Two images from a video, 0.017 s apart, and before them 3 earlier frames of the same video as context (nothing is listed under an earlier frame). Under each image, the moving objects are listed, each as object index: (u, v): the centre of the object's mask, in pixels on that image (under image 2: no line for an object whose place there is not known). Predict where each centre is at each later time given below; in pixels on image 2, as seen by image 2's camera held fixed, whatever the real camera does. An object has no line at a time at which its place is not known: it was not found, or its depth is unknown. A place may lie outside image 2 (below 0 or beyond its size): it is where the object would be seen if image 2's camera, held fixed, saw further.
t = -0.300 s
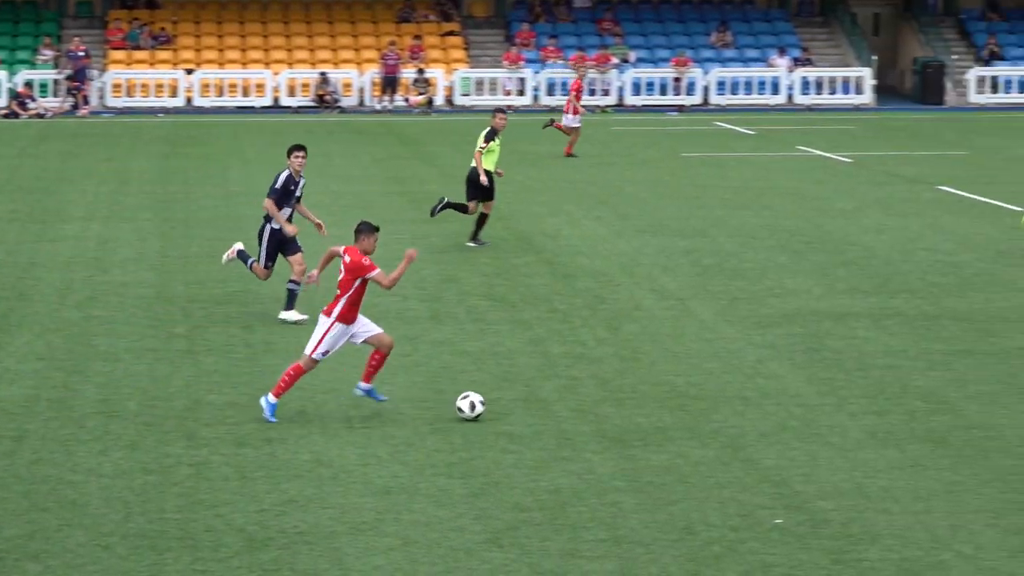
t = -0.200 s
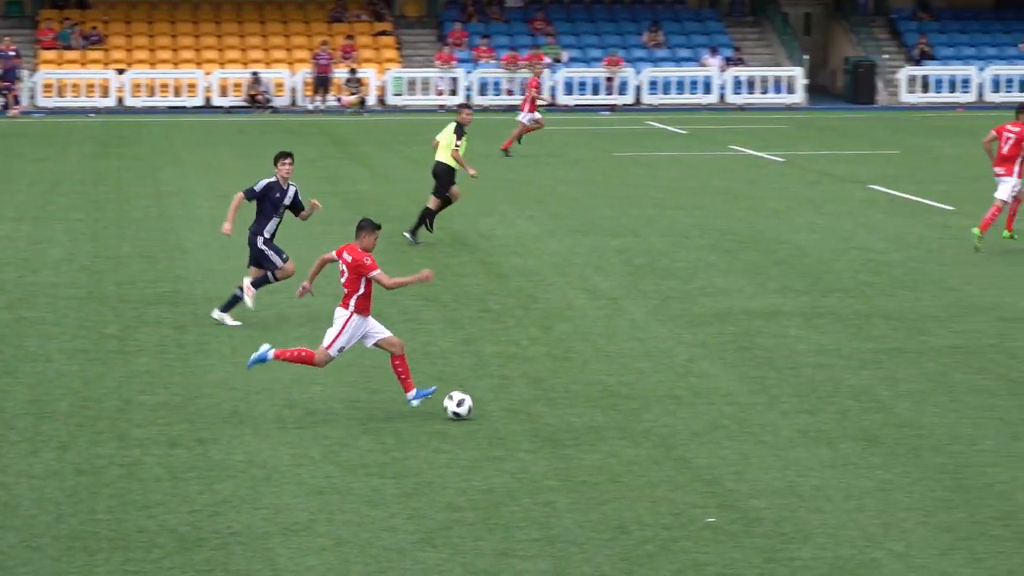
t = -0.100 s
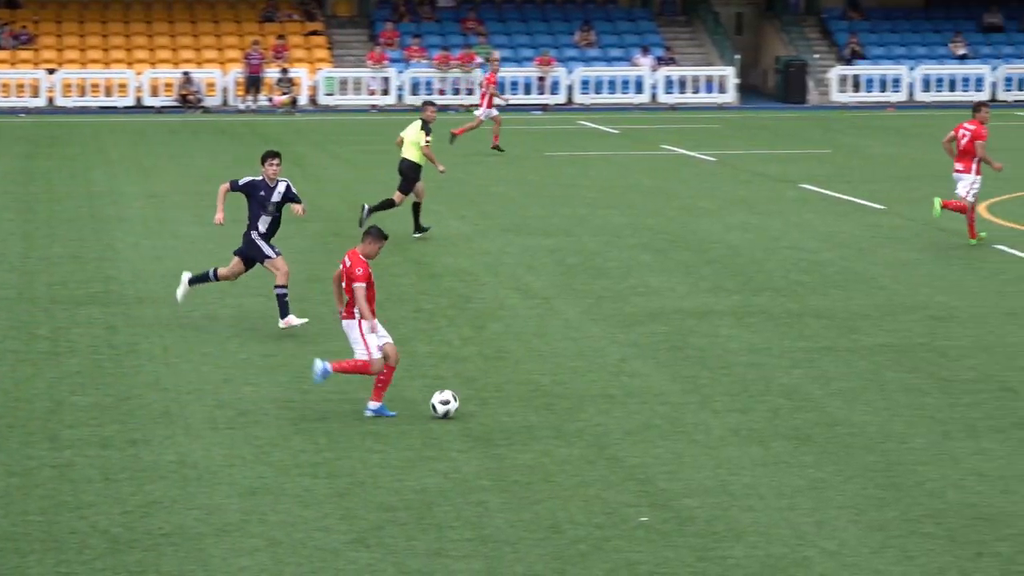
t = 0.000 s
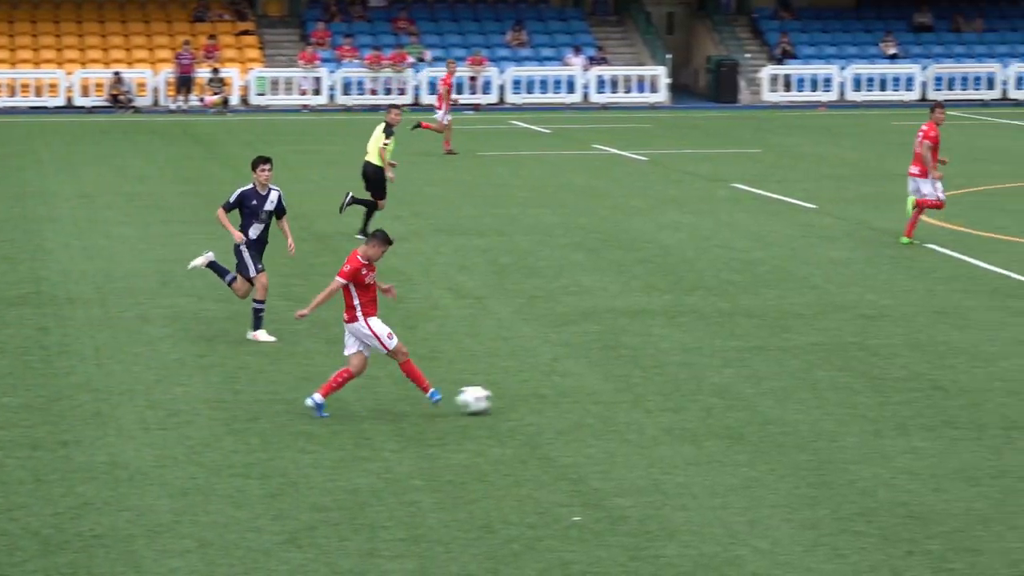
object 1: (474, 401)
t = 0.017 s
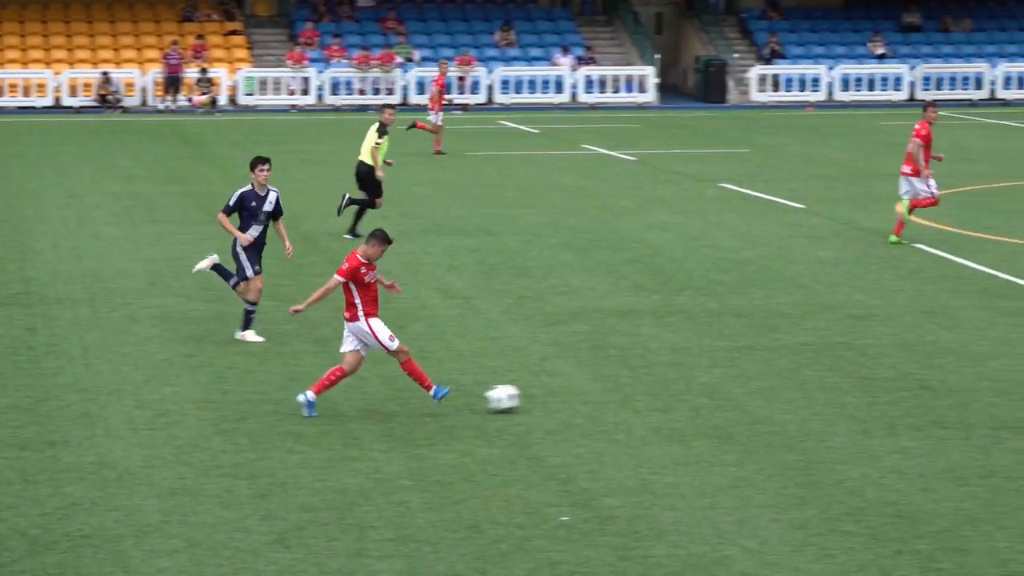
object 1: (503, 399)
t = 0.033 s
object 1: (542, 397)
